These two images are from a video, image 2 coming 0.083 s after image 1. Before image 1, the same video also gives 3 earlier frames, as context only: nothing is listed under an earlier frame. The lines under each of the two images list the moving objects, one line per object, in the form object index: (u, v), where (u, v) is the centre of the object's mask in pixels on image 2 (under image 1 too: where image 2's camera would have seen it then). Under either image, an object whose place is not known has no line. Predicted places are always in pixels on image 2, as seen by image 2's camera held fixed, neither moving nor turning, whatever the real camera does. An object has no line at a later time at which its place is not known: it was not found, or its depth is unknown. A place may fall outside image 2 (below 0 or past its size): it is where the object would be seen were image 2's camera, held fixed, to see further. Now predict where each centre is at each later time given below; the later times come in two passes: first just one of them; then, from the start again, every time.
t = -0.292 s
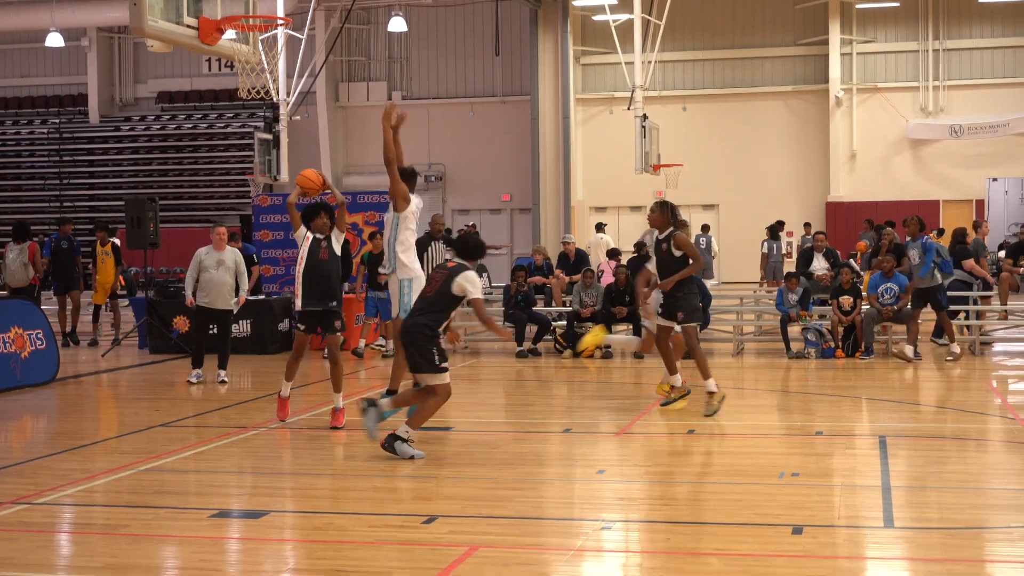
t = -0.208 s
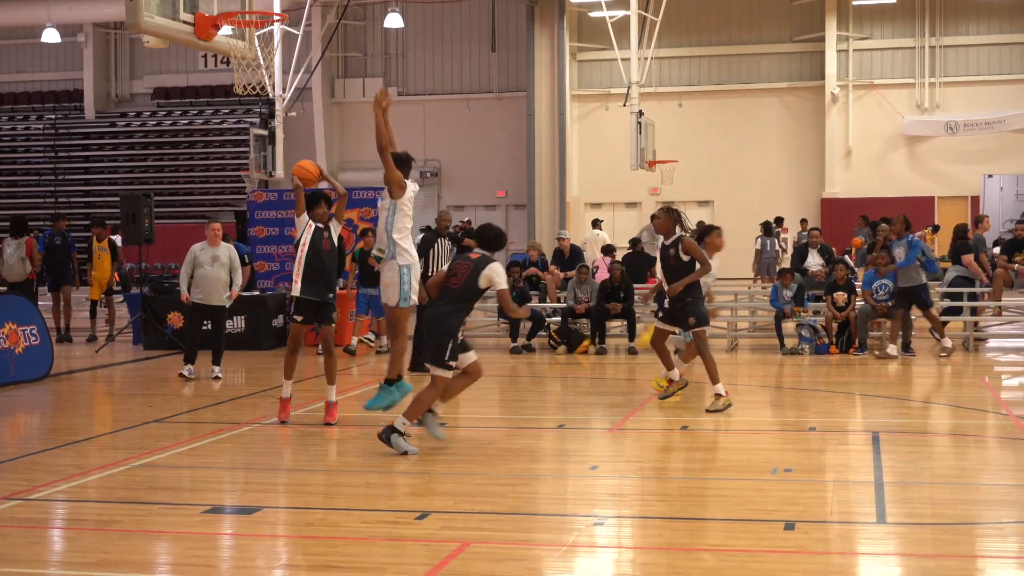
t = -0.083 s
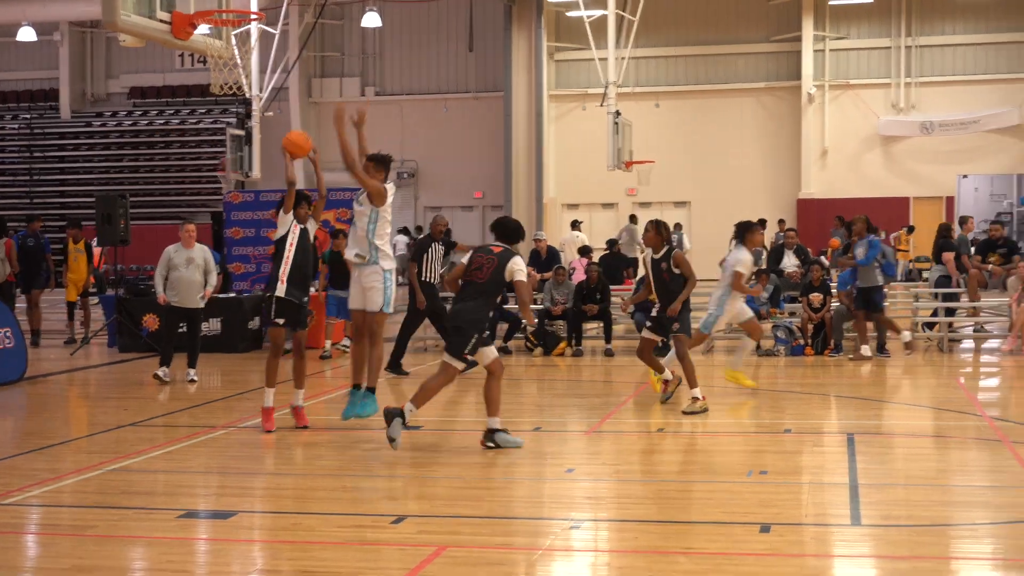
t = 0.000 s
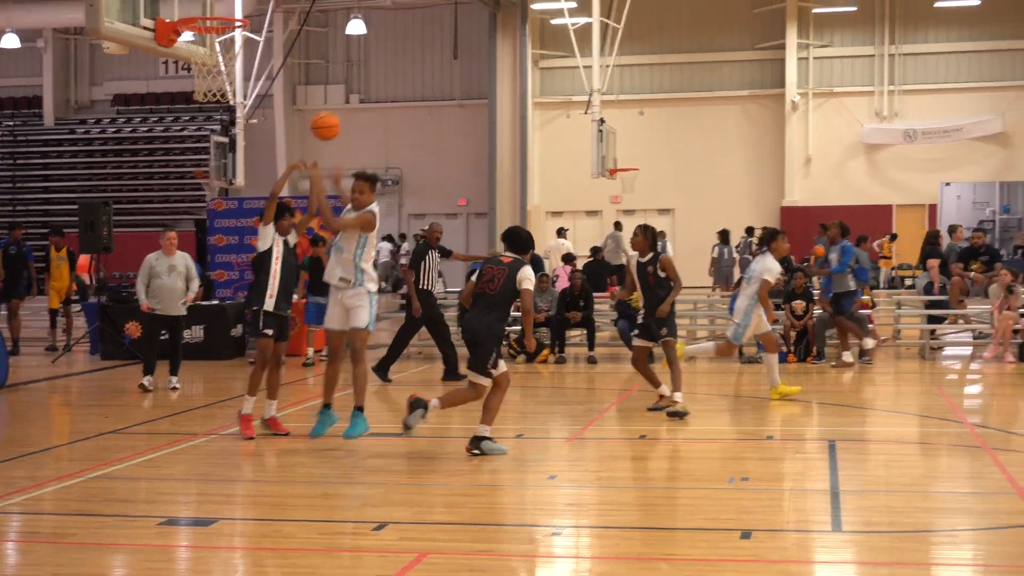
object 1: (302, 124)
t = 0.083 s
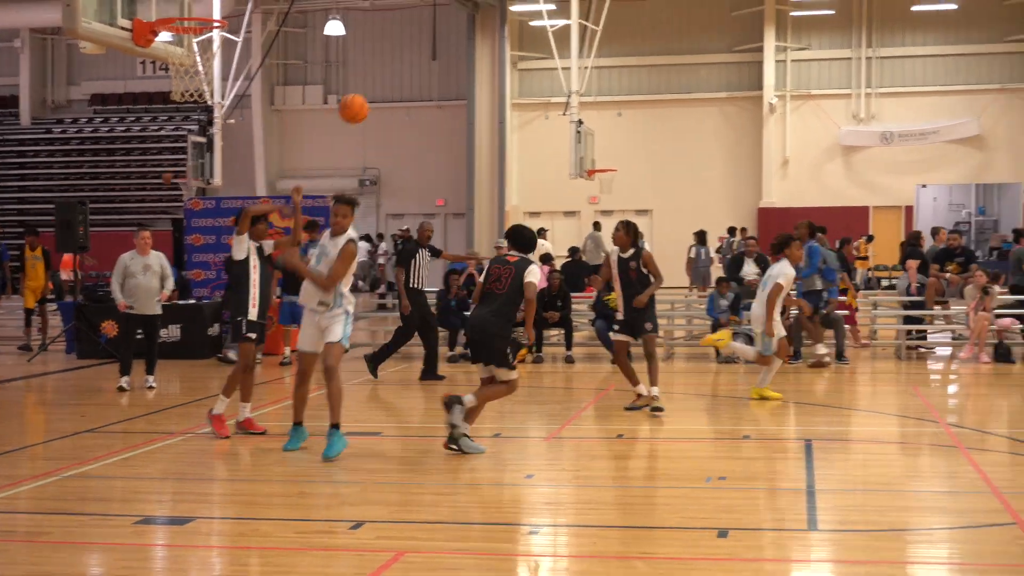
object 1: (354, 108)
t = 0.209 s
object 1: (430, 98)
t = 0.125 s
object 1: (379, 103)
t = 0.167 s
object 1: (404, 99)
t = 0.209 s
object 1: (430, 98)
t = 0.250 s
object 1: (456, 99)
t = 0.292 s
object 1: (481, 102)
